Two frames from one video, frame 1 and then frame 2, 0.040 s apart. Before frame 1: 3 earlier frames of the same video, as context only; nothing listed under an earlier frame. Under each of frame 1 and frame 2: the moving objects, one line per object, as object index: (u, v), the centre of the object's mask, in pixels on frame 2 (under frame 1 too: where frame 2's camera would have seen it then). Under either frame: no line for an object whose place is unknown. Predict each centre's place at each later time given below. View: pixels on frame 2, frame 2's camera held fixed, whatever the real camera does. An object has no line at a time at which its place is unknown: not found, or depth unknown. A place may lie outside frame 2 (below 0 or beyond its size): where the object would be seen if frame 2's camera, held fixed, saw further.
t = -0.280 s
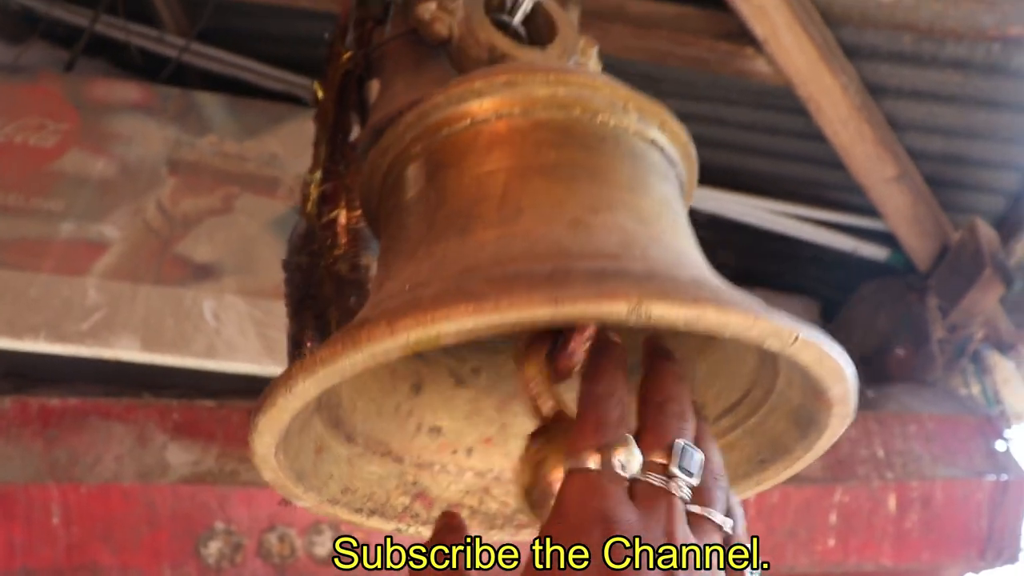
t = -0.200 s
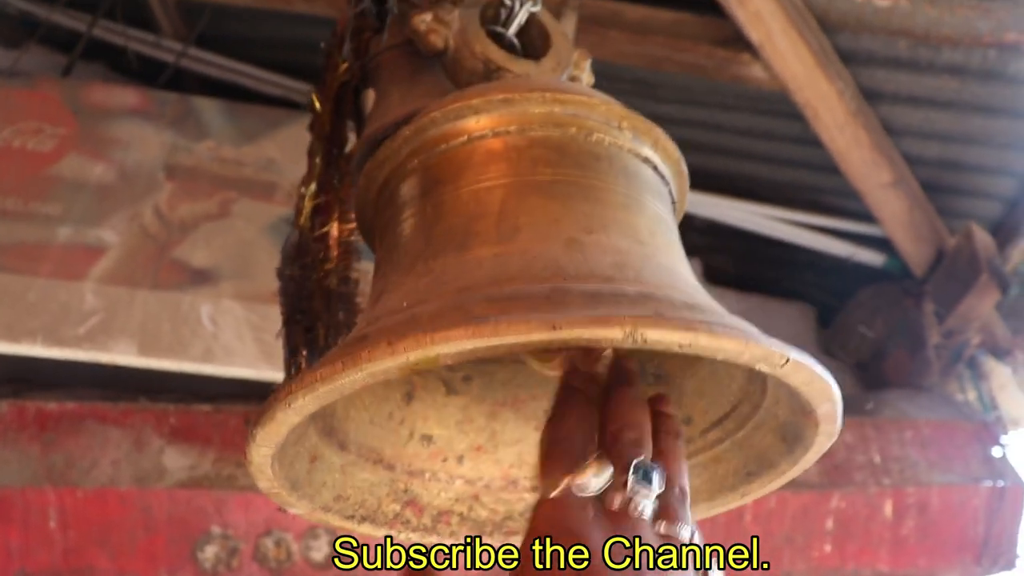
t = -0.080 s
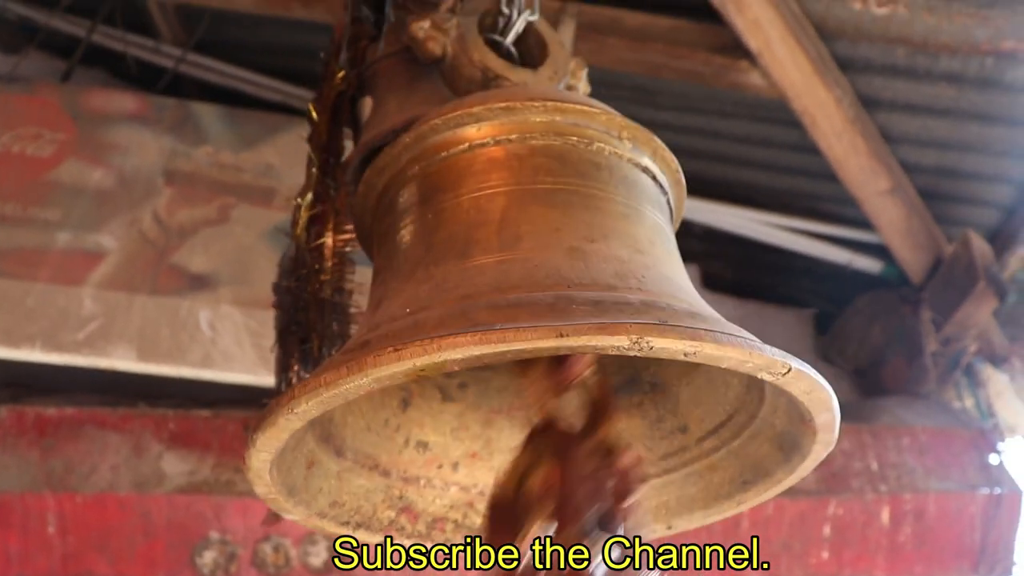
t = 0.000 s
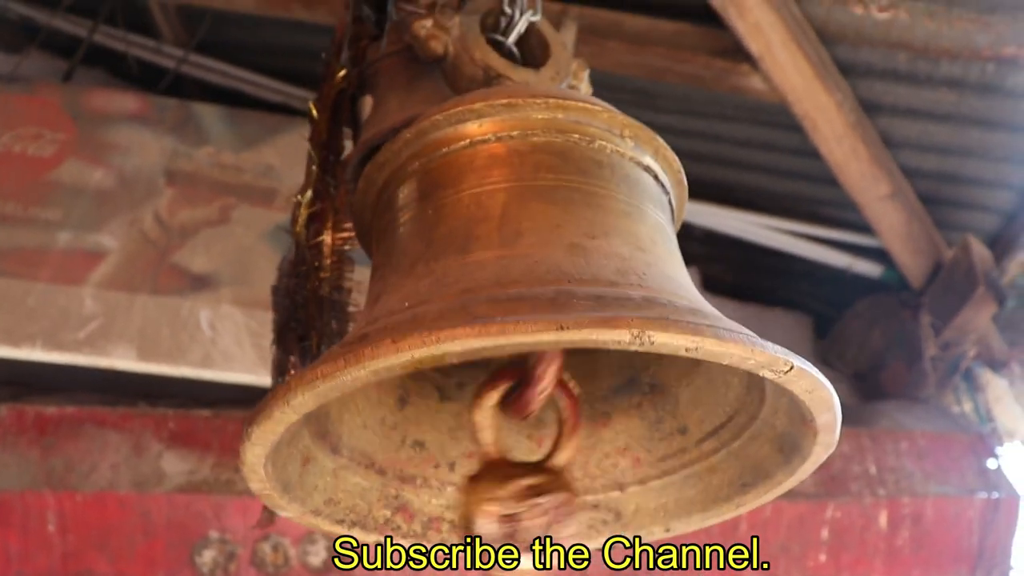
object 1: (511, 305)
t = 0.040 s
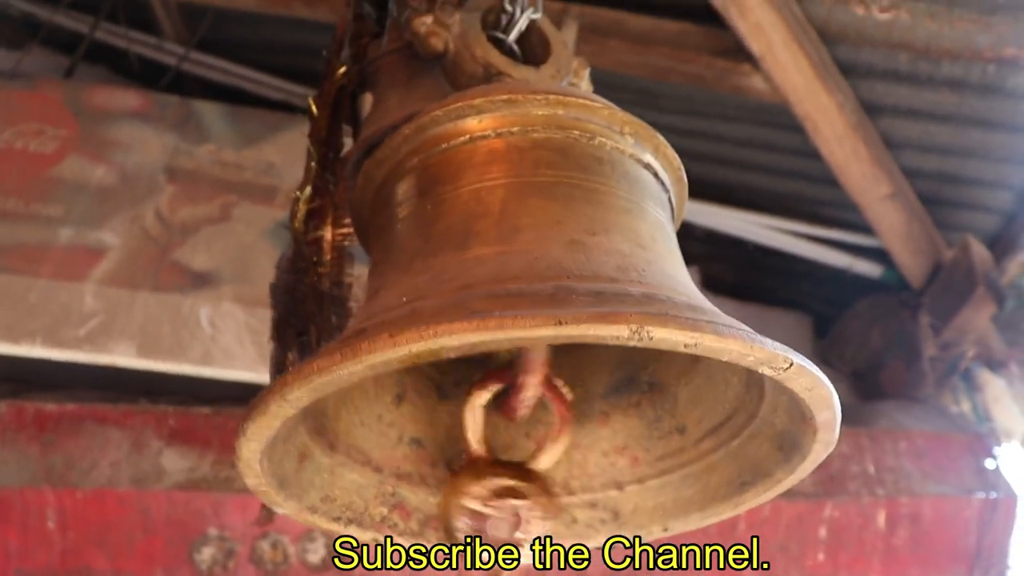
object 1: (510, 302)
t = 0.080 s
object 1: (509, 302)
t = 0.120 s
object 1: (502, 301)
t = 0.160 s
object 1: (496, 303)
